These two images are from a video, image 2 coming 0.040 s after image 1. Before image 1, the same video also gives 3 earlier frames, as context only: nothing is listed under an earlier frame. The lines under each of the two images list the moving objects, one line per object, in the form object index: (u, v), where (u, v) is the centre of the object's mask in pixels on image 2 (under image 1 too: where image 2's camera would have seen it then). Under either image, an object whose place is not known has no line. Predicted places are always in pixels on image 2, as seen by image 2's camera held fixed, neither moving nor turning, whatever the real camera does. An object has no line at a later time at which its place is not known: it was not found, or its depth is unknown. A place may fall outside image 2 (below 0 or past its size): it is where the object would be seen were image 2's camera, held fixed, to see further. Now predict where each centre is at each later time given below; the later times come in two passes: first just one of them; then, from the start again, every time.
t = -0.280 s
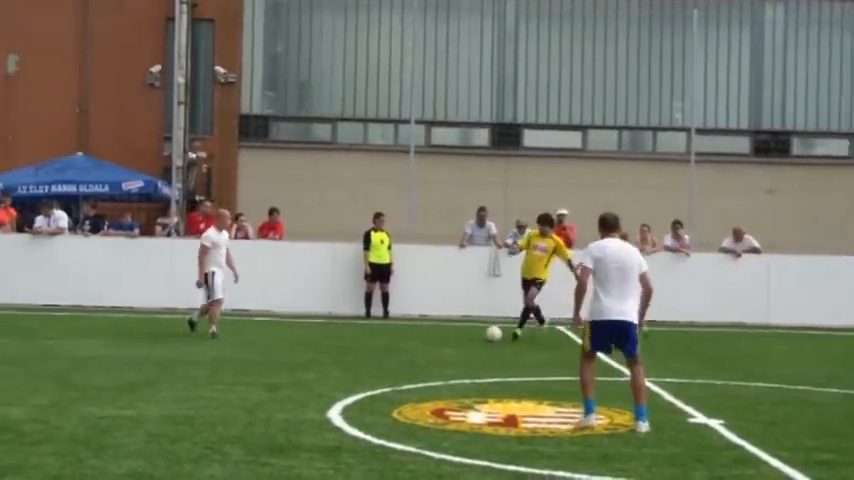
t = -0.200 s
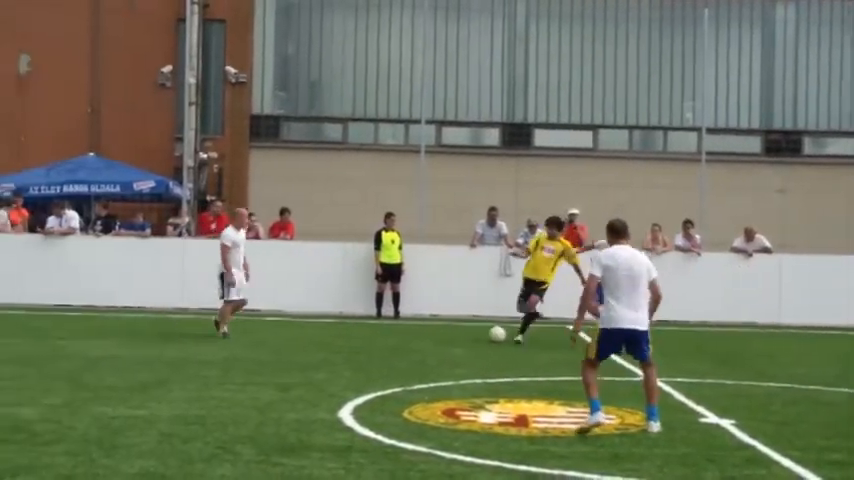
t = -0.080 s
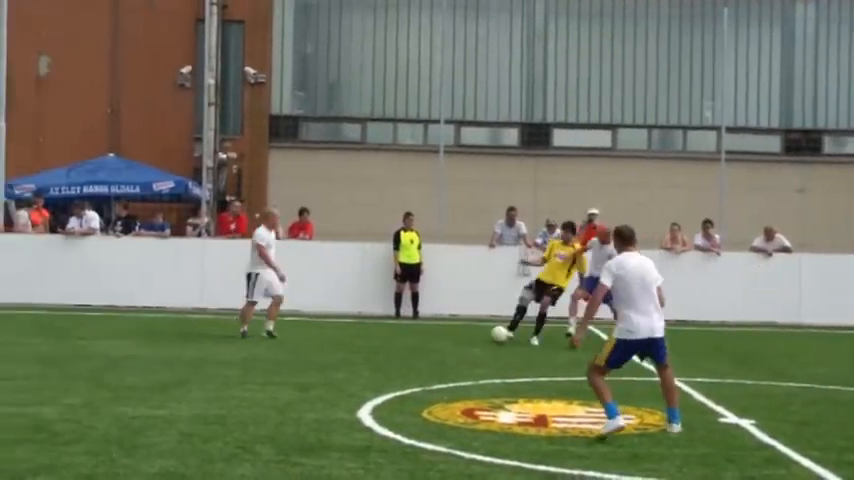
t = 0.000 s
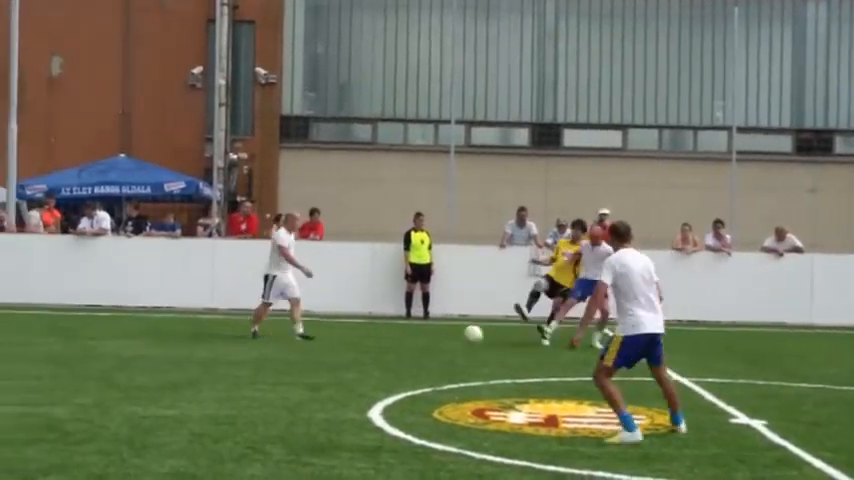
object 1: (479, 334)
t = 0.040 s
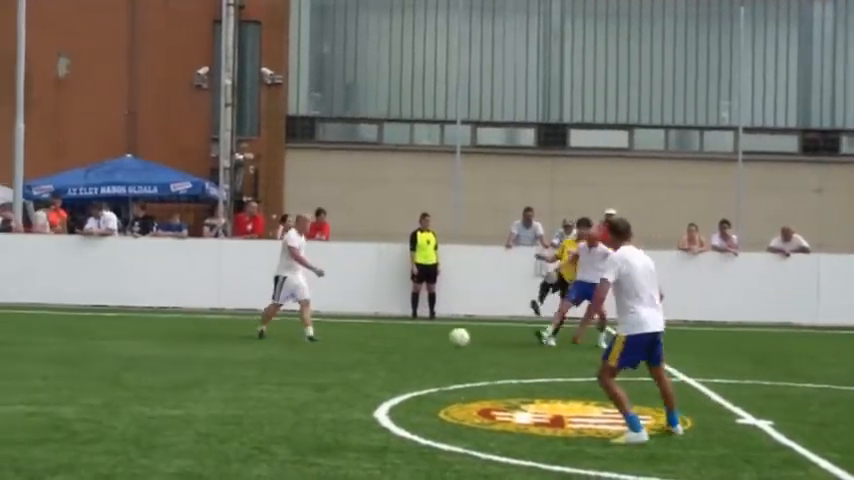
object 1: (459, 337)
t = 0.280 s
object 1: (312, 384)
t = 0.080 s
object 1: (438, 342)
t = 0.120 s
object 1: (416, 349)
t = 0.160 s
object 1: (392, 360)
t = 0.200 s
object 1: (365, 376)
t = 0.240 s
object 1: (338, 387)
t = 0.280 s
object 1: (312, 384)
